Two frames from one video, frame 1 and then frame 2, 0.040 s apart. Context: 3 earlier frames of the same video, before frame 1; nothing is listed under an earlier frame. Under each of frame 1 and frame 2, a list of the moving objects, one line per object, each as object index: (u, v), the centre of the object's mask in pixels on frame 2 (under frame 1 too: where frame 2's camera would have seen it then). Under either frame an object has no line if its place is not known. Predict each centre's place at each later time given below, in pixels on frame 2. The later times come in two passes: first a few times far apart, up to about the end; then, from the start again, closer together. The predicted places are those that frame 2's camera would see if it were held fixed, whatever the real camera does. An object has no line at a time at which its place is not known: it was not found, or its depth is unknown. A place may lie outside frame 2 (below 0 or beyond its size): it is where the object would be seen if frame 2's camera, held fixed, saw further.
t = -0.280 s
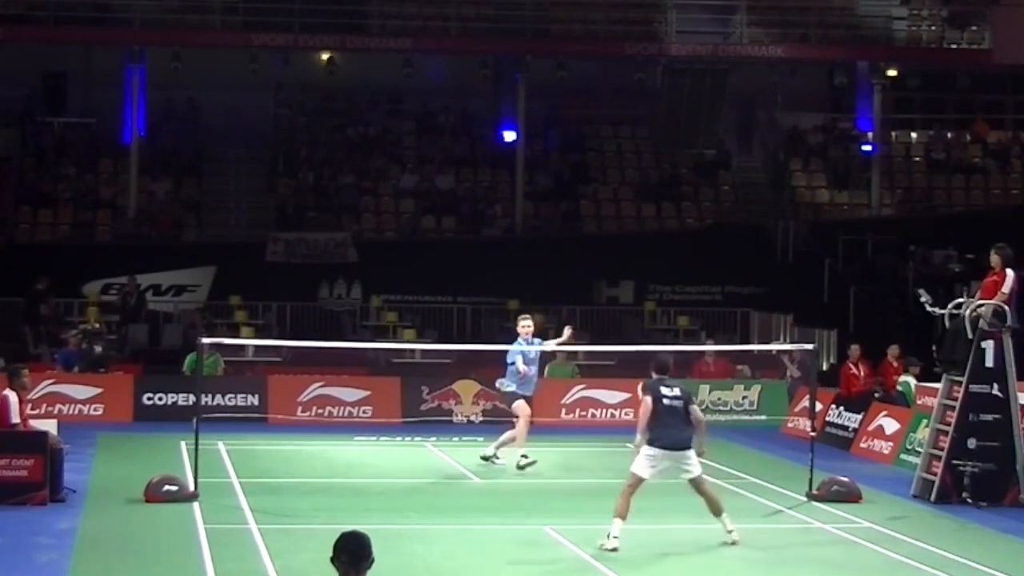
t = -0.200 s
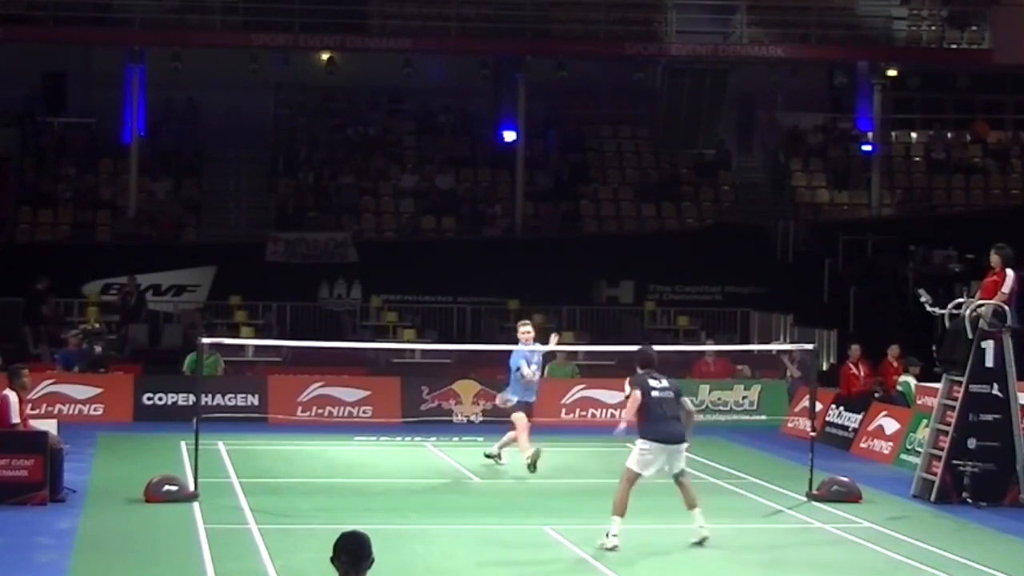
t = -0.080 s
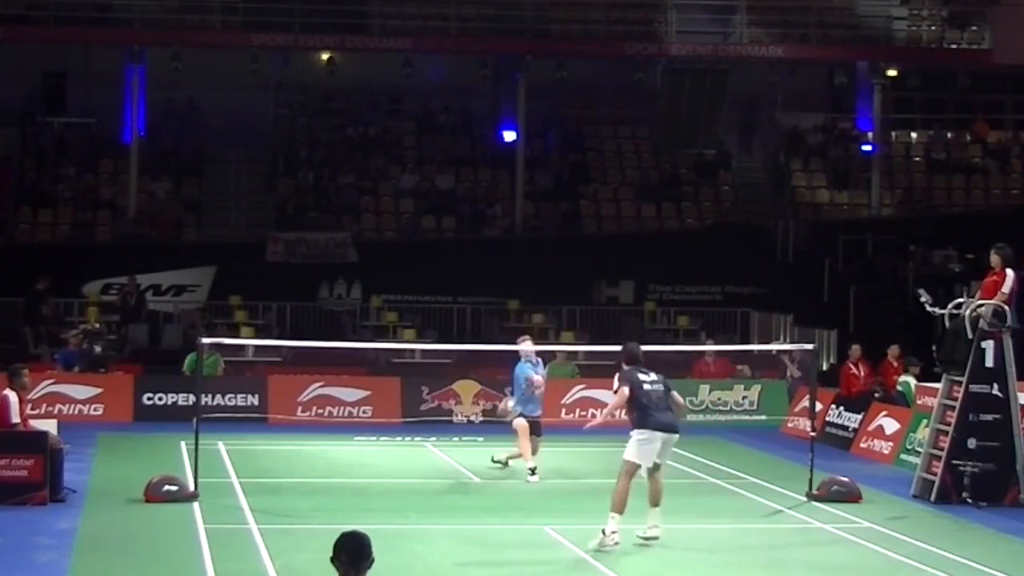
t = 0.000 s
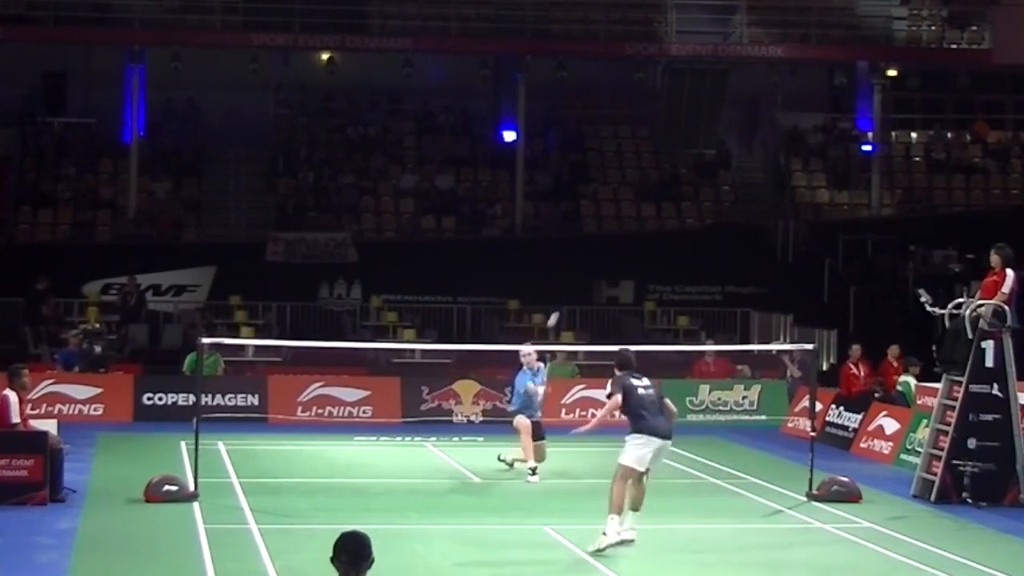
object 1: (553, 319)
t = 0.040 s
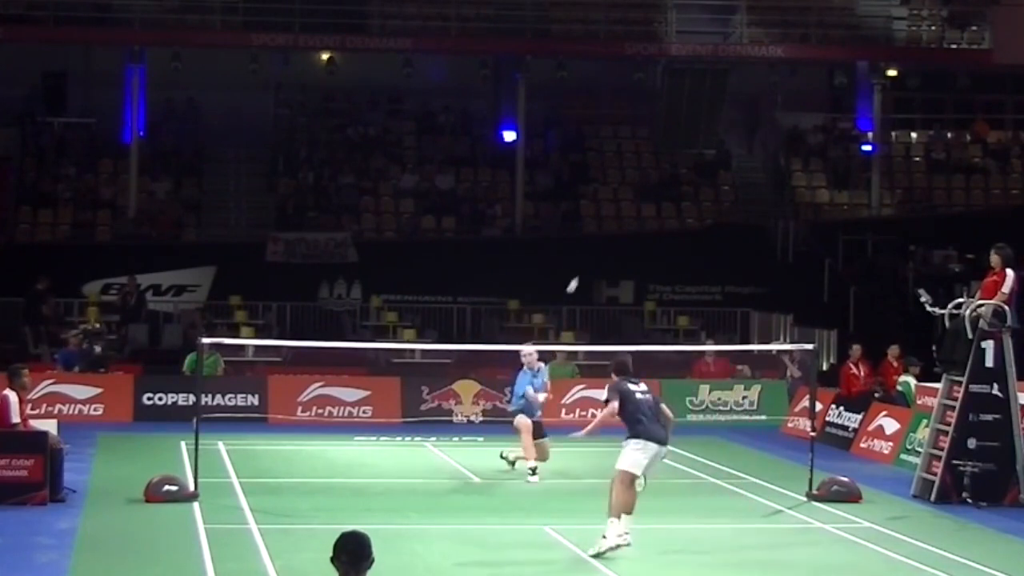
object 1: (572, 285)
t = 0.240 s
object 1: (647, 166)
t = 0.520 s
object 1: (724, 105)
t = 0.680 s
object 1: (760, 112)
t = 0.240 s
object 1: (647, 166)
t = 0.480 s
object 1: (714, 108)
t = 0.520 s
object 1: (724, 105)
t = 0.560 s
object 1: (733, 105)
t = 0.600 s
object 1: (743, 105)
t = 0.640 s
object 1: (751, 107)
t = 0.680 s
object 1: (760, 112)
